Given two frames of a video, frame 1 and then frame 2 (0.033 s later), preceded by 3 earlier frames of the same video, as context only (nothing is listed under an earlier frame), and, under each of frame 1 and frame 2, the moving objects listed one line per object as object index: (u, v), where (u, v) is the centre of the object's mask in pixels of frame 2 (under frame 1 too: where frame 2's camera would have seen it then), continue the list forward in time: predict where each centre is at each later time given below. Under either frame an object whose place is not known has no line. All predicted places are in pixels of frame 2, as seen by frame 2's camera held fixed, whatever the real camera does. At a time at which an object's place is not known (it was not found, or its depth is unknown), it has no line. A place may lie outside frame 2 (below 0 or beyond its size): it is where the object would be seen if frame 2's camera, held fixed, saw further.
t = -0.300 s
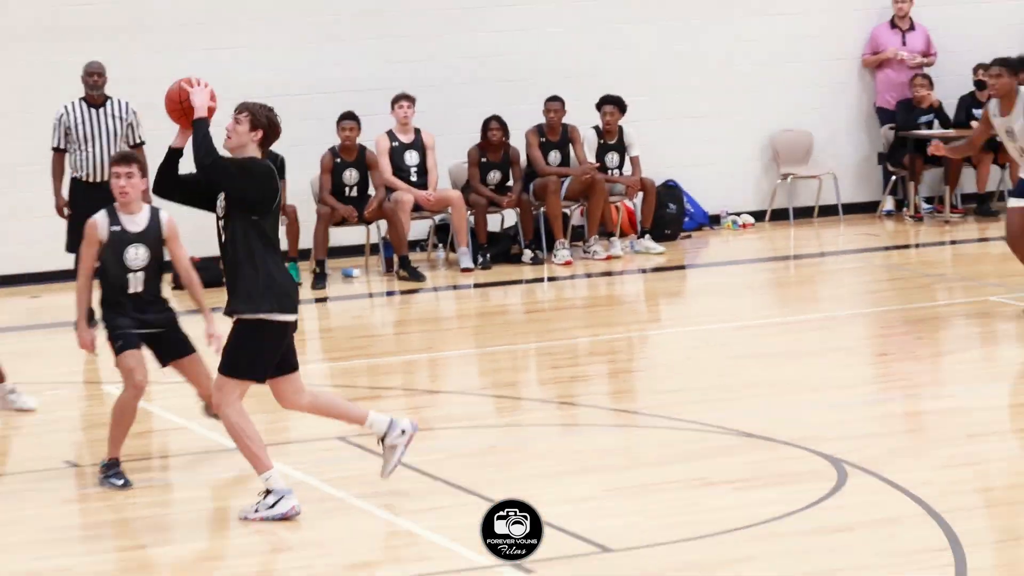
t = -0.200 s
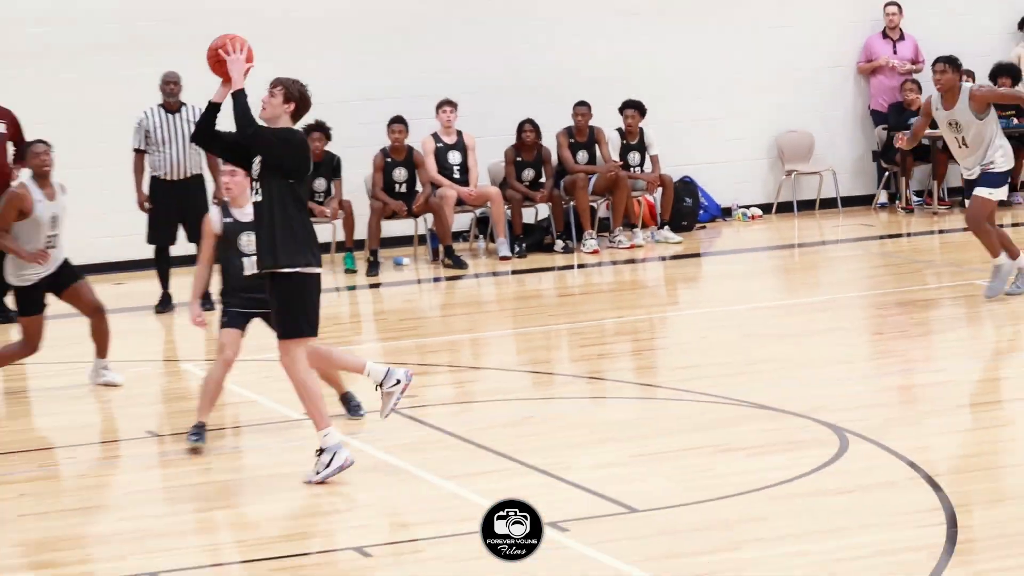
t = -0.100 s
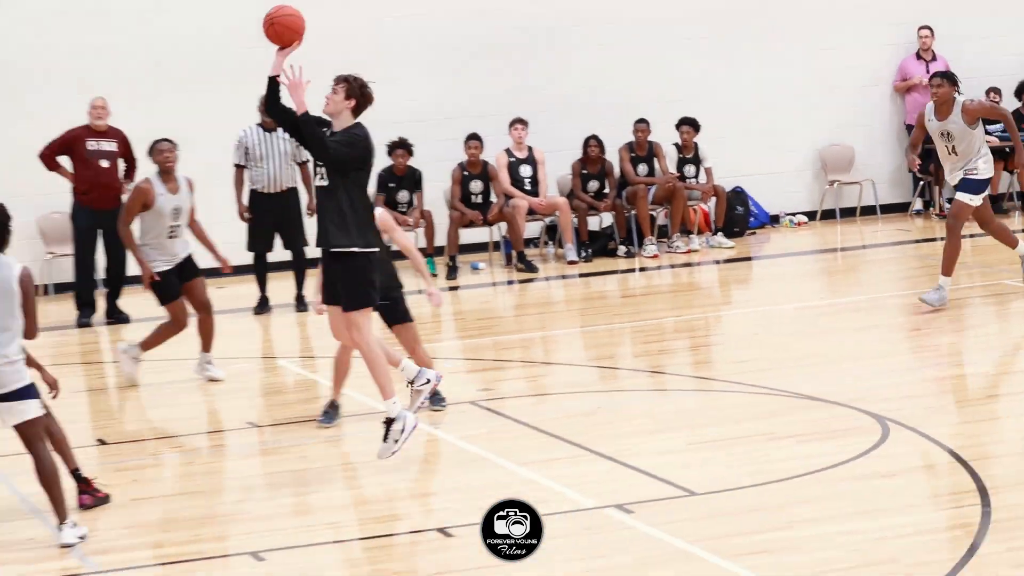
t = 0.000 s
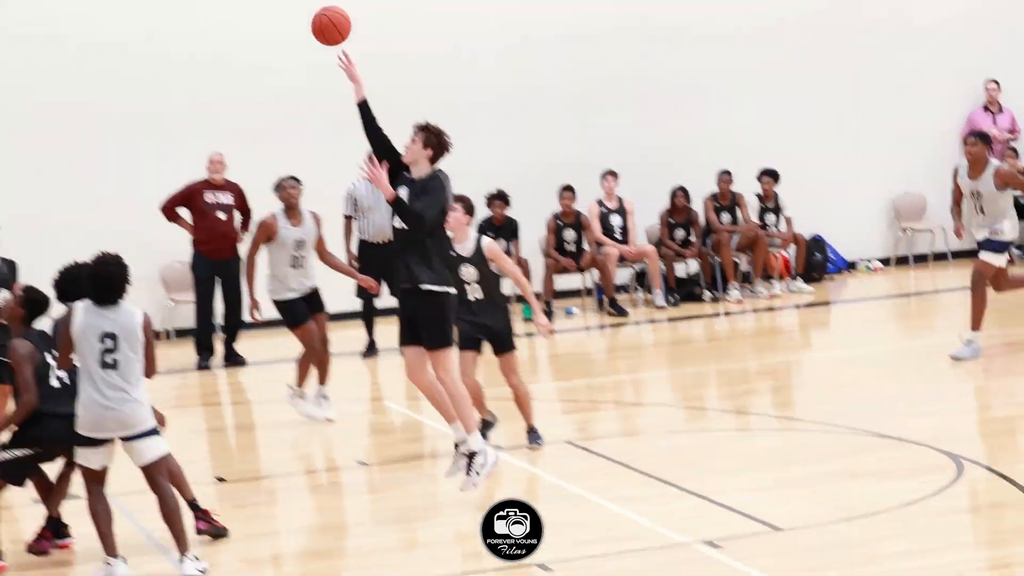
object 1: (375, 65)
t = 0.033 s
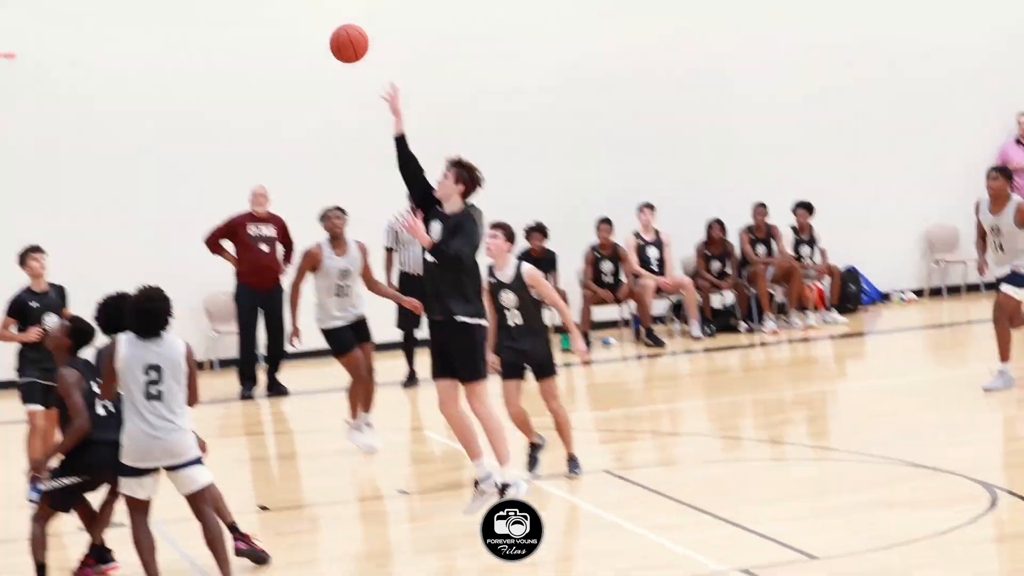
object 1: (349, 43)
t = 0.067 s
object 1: (323, 24)
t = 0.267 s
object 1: (178, -39)
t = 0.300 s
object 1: (157, -41)
